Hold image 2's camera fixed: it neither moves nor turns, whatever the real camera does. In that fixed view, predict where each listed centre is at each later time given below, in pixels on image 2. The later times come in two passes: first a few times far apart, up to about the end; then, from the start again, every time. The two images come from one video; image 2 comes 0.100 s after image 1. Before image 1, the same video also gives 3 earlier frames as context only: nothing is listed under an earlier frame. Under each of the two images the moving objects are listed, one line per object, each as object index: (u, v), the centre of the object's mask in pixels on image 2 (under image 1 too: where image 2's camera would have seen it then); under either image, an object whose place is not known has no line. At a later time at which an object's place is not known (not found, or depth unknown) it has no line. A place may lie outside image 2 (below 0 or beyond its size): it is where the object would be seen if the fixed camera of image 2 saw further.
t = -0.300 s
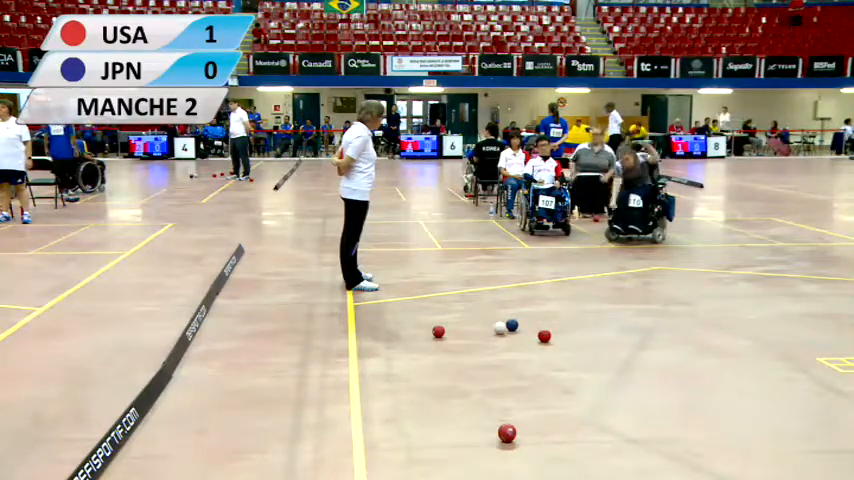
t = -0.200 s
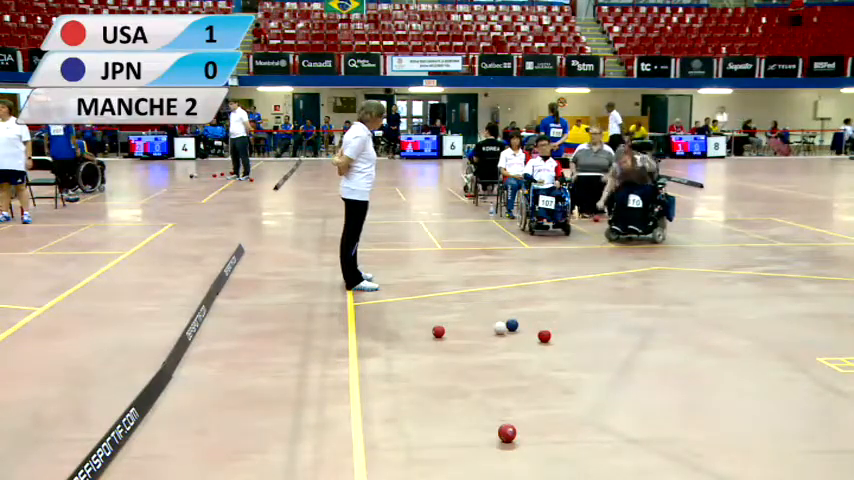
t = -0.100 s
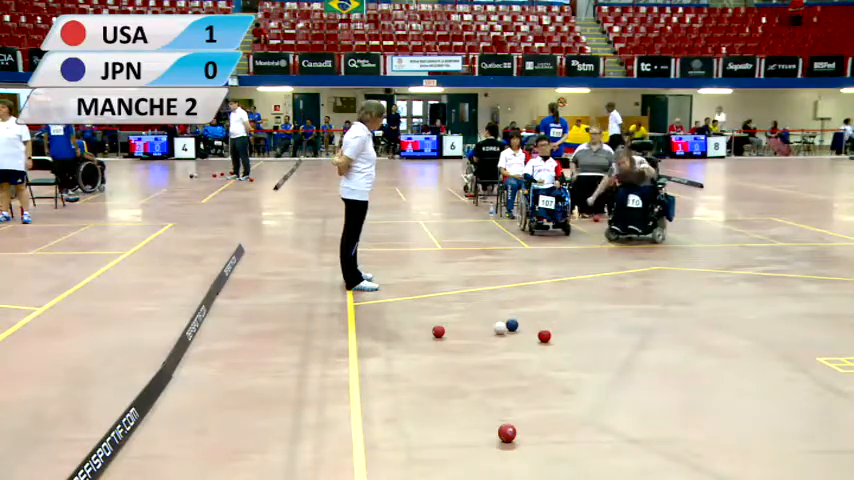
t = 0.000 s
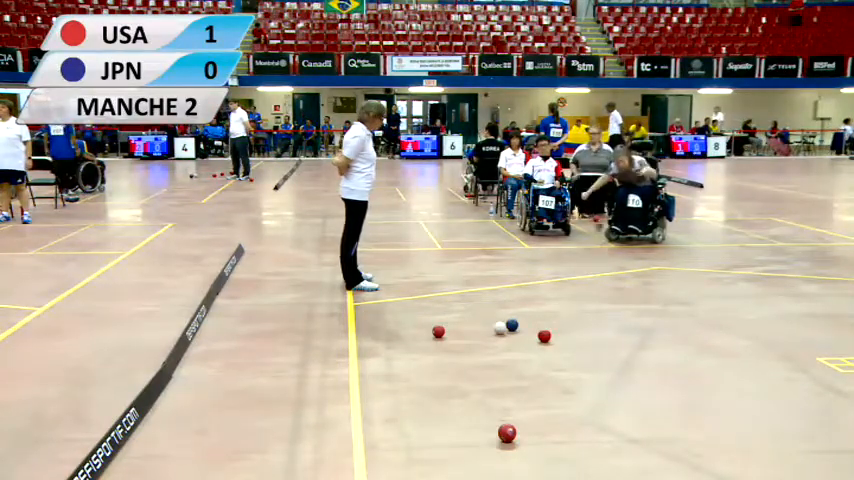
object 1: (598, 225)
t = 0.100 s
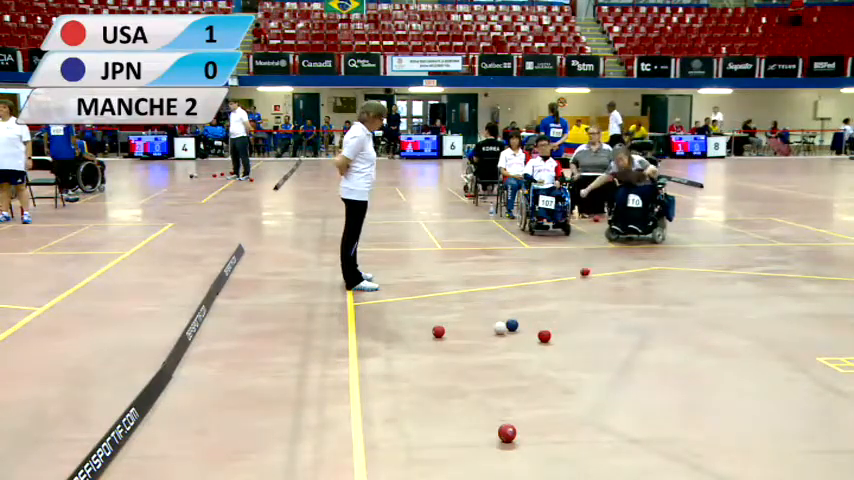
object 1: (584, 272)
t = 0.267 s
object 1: (575, 268)
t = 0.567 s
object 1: (556, 290)
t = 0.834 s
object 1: (541, 298)
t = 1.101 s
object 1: (527, 307)
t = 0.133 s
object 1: (583, 268)
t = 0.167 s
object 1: (581, 267)
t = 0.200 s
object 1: (579, 266)
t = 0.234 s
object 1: (577, 267)
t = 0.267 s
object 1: (575, 268)
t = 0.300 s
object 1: (573, 271)
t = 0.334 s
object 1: (570, 275)
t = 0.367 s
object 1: (568, 281)
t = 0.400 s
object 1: (566, 284)
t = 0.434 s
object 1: (564, 284)
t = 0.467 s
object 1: (562, 284)
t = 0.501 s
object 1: (560, 287)
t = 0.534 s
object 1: (558, 288)
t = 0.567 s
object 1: (556, 290)
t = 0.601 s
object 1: (554, 290)
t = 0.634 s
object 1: (552, 292)
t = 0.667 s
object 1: (550, 292)
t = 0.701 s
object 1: (548, 294)
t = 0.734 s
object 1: (546, 295)
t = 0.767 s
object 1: (544, 296)
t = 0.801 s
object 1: (542, 297)
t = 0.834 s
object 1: (541, 298)
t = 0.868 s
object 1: (539, 299)
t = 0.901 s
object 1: (537, 300)
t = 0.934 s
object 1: (535, 301)
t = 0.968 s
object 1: (534, 302)
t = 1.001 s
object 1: (532, 303)
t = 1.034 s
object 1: (530, 305)
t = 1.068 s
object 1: (529, 305)
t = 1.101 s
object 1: (527, 307)
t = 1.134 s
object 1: (525, 308)
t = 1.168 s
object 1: (524, 308)
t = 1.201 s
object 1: (522, 309)
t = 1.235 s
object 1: (521, 310)
